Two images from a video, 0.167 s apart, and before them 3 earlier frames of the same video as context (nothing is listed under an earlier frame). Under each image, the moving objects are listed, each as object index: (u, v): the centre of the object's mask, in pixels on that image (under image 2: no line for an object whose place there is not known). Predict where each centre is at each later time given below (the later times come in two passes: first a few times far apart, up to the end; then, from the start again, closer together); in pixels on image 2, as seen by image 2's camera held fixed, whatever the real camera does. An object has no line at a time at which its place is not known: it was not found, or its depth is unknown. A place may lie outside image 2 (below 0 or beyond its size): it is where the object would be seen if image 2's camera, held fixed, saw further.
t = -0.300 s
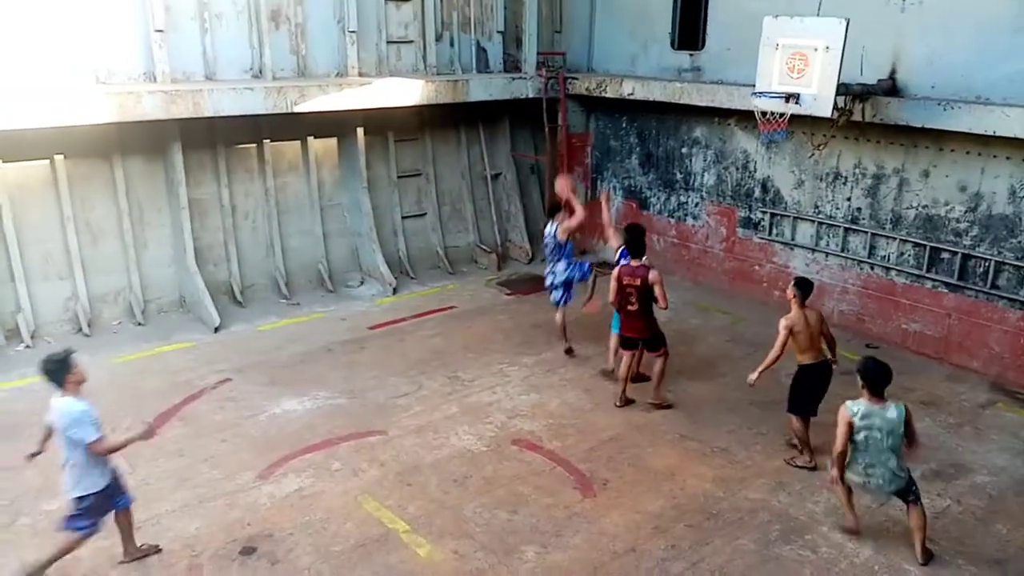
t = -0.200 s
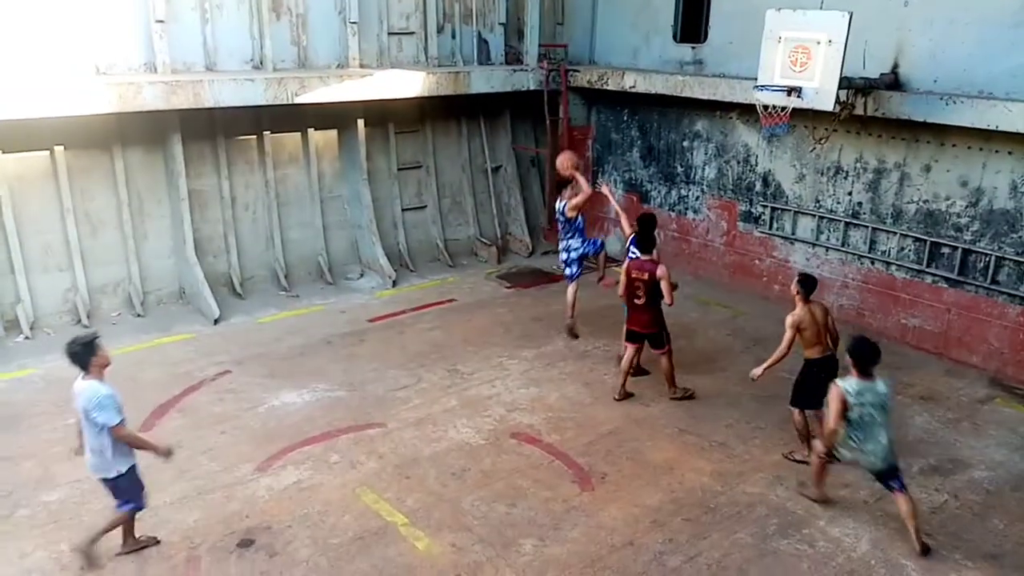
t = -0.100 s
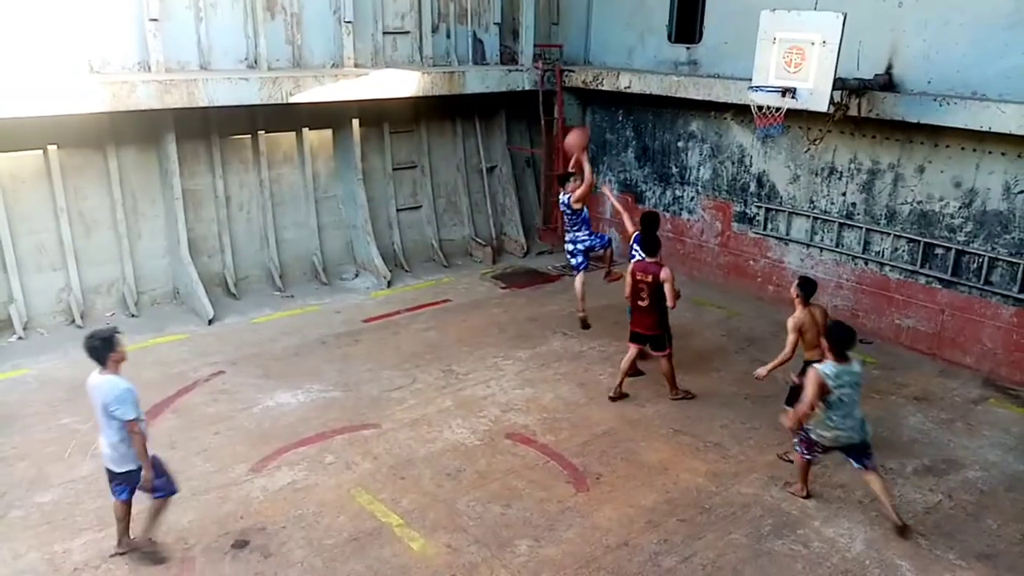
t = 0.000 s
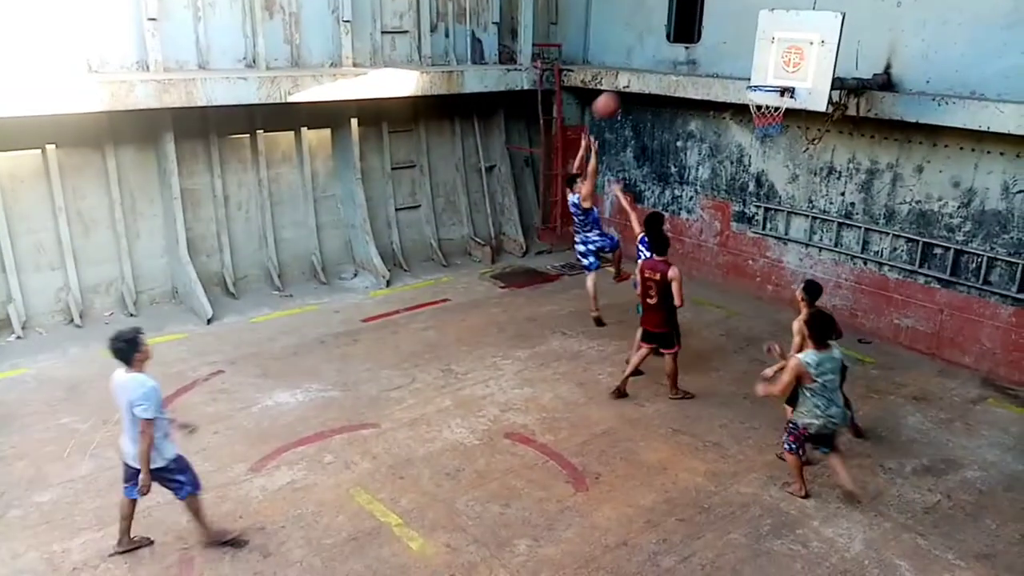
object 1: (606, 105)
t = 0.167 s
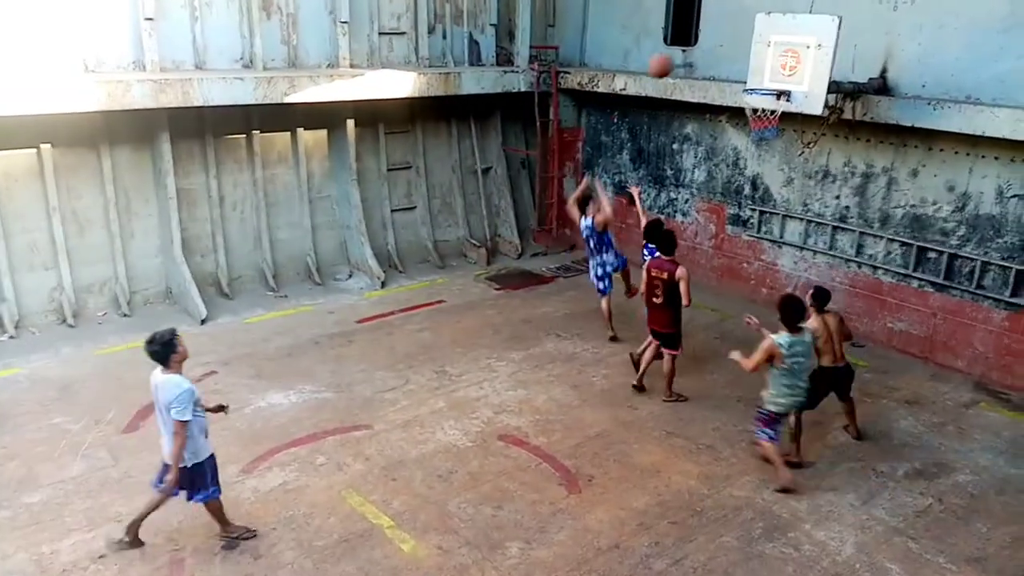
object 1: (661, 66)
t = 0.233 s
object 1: (683, 57)
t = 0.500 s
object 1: (751, 66)
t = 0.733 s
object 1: (751, 72)
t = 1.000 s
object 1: (750, 121)
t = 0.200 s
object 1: (670, 61)
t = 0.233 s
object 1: (683, 57)
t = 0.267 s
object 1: (693, 54)
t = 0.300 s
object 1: (705, 52)
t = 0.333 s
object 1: (716, 52)
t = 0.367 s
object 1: (728, 52)
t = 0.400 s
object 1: (738, 54)
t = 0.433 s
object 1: (750, 57)
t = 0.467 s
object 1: (752, 61)
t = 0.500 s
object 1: (751, 66)
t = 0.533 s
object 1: (750, 73)
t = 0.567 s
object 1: (750, 77)
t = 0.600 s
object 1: (750, 74)
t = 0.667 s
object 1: (751, 72)
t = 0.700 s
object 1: (751, 72)
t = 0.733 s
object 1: (751, 72)
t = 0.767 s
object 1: (752, 73)
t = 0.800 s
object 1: (752, 76)
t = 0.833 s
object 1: (752, 80)
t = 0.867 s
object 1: (752, 86)
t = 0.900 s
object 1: (752, 93)
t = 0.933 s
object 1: (751, 101)
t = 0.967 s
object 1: (750, 111)
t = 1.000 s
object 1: (750, 121)
